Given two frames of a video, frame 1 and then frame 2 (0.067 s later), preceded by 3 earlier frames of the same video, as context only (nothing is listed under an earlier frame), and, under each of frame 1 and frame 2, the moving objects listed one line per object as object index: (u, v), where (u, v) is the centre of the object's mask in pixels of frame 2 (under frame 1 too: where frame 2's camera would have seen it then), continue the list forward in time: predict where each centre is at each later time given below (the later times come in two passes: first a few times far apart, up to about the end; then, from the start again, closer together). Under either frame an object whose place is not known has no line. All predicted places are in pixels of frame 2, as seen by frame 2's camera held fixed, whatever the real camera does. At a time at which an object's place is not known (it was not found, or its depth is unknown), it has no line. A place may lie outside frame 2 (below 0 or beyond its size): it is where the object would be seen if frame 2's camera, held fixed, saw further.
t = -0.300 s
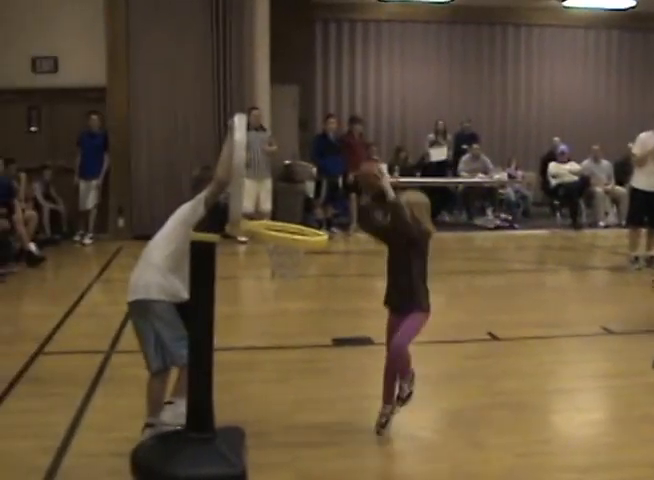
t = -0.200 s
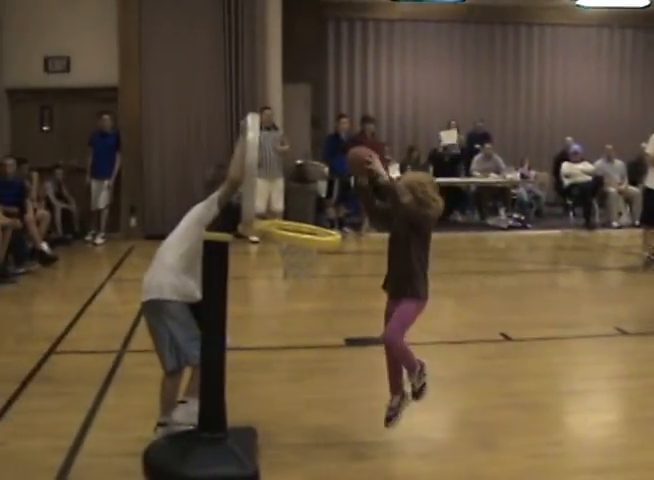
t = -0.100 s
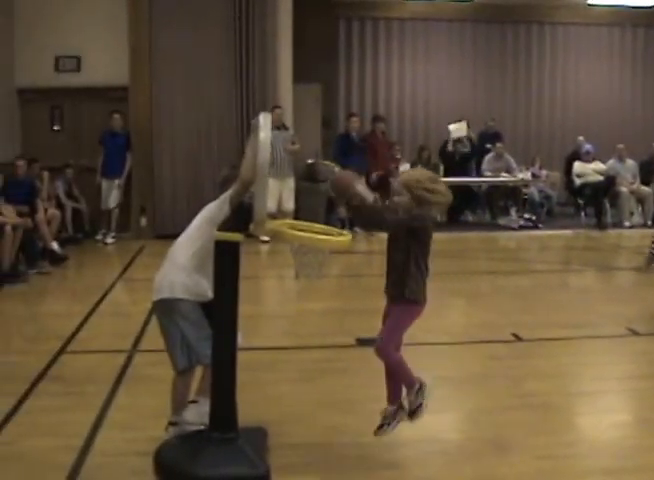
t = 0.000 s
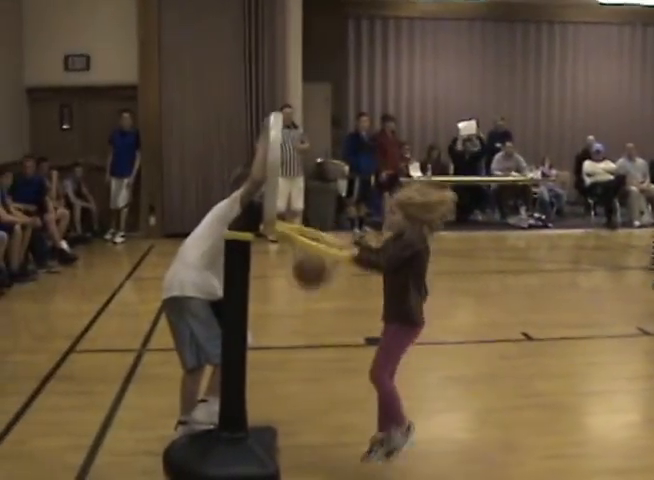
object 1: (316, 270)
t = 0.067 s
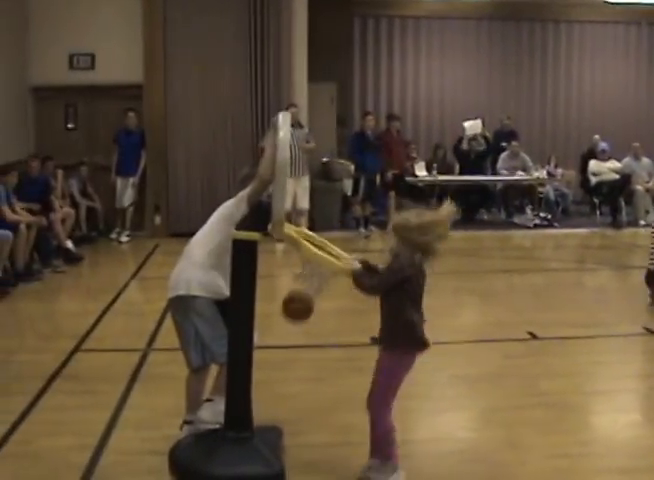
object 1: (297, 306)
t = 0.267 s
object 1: (270, 433)
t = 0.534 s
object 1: (424, 442)
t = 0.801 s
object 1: (565, 440)
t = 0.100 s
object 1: (289, 326)
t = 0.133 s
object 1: (280, 349)
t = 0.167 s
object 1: (271, 374)
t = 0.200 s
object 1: (266, 398)
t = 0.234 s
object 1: (263, 421)
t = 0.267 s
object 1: (270, 433)
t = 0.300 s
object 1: (290, 426)
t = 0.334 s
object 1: (307, 422)
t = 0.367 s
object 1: (326, 420)
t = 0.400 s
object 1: (345, 420)
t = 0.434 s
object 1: (358, 423)
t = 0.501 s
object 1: (413, 432)
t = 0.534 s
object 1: (424, 442)
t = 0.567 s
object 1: (440, 452)
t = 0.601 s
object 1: (458, 466)
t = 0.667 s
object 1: (494, 460)
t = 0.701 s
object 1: (512, 452)
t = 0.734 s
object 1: (530, 446)
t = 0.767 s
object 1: (548, 442)
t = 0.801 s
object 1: (565, 440)
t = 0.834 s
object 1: (583, 440)
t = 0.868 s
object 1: (601, 443)
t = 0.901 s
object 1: (619, 449)
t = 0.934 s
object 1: (636, 457)
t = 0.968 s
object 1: (652, 466)
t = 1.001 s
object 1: (669, 479)
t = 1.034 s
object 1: (687, 483)
